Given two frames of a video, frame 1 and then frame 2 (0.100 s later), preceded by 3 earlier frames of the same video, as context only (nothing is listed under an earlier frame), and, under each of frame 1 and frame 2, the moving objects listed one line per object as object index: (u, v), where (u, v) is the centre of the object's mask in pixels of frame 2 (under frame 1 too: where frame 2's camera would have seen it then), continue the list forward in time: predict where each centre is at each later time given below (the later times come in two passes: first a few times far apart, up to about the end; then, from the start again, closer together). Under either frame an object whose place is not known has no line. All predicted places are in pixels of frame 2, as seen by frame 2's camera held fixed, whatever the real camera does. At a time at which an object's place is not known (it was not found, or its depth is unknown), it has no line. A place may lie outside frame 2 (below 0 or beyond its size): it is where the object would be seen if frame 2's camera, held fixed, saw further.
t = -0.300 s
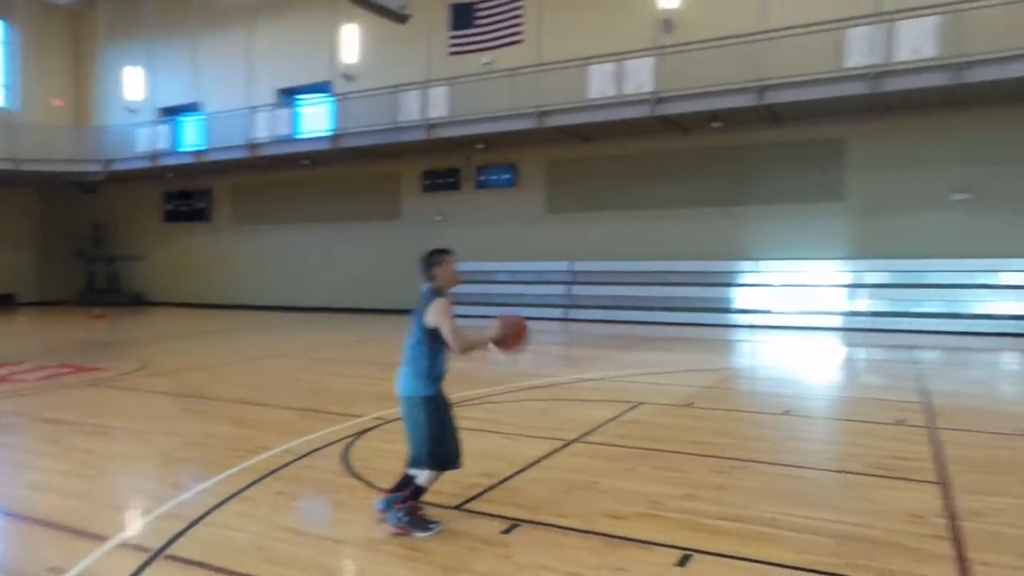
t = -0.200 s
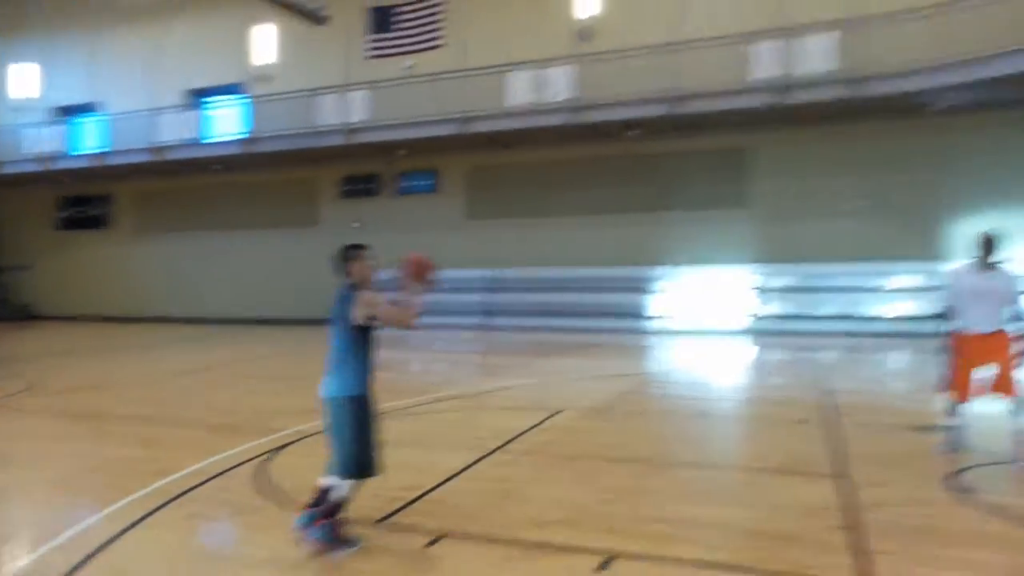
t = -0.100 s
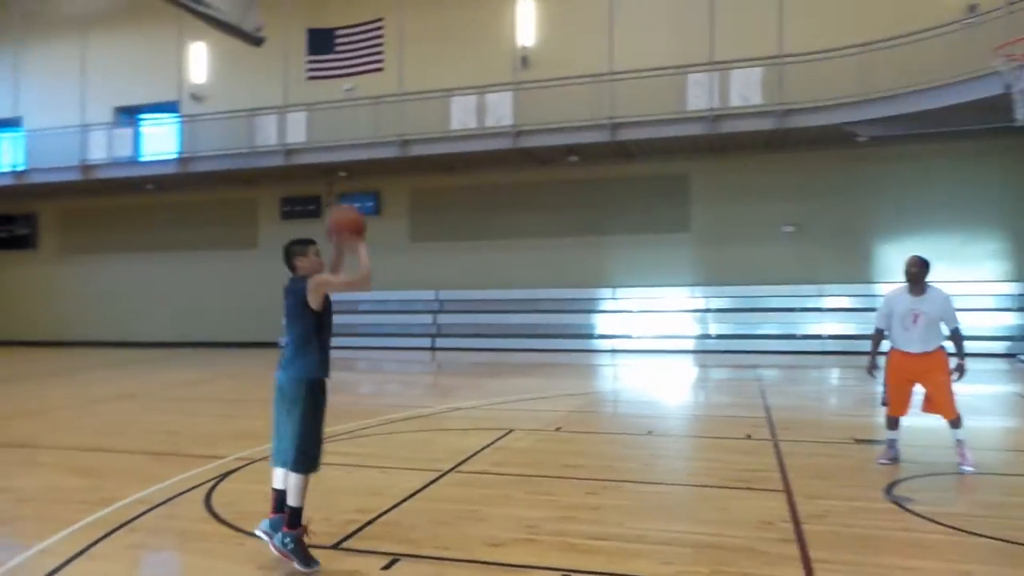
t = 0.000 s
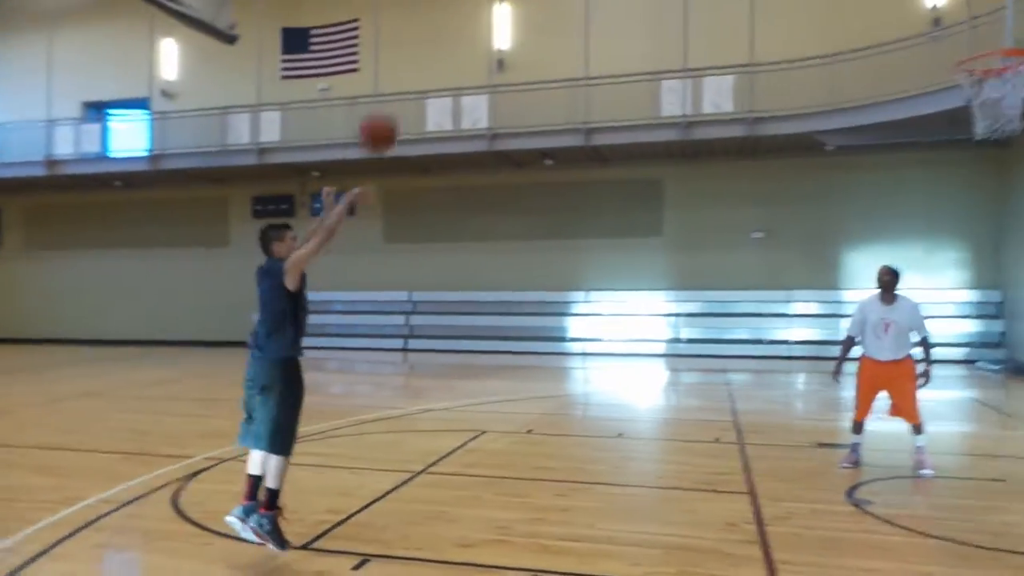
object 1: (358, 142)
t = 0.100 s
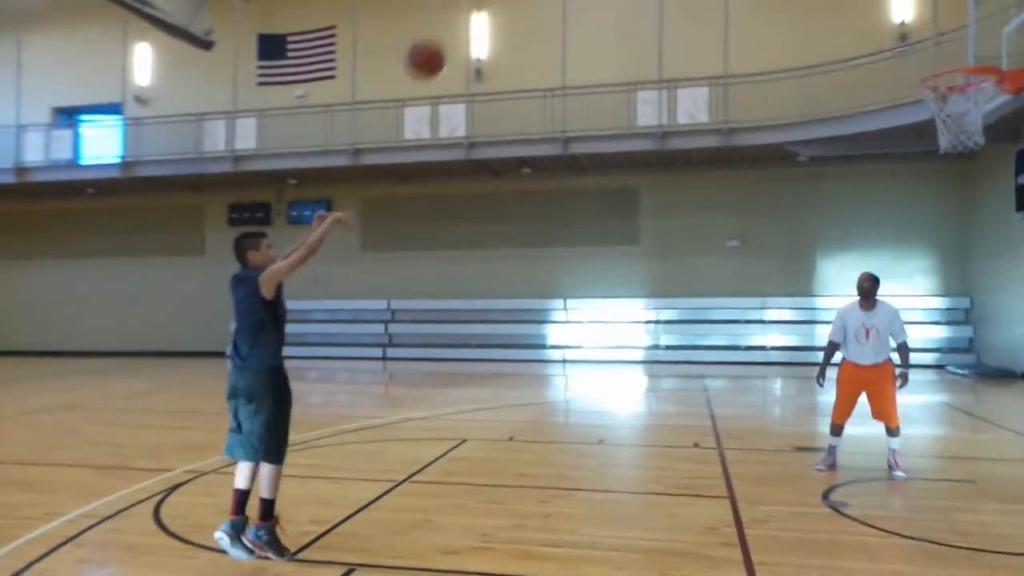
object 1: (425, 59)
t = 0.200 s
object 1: (492, 10)
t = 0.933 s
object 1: (852, 41)
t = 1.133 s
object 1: (918, 74)
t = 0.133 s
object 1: (446, 38)
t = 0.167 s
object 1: (466, 17)
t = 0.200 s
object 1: (492, 10)
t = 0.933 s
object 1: (852, 41)
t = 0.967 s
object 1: (868, 47)
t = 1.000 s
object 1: (885, 66)
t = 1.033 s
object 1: (896, 85)
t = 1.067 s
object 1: (904, 84)
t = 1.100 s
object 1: (911, 79)
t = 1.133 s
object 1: (918, 74)
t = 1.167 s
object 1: (925, 70)
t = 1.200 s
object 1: (931, 68)
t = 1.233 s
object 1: (938, 67)
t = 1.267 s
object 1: (944, 67)
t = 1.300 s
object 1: (951, 68)
